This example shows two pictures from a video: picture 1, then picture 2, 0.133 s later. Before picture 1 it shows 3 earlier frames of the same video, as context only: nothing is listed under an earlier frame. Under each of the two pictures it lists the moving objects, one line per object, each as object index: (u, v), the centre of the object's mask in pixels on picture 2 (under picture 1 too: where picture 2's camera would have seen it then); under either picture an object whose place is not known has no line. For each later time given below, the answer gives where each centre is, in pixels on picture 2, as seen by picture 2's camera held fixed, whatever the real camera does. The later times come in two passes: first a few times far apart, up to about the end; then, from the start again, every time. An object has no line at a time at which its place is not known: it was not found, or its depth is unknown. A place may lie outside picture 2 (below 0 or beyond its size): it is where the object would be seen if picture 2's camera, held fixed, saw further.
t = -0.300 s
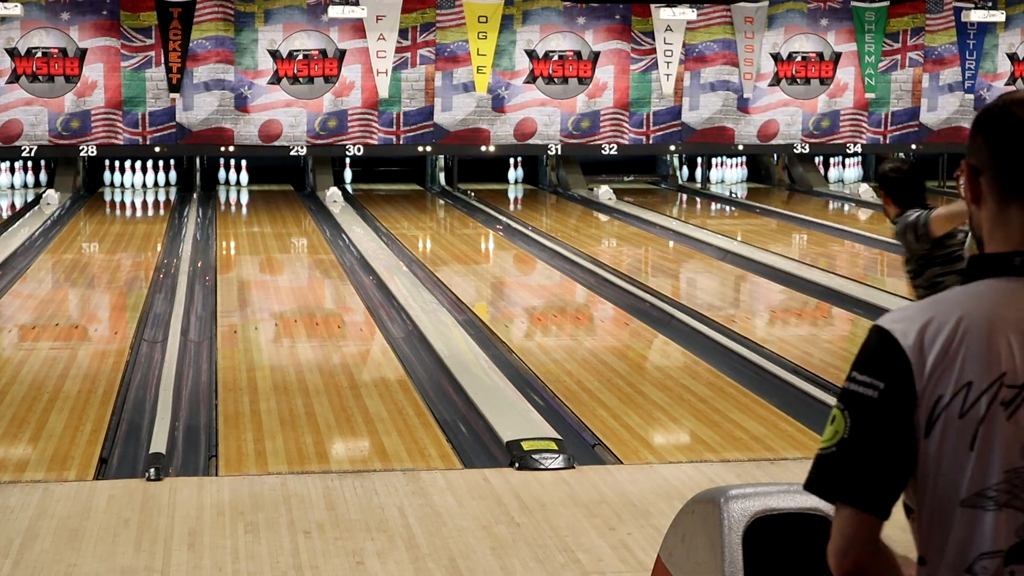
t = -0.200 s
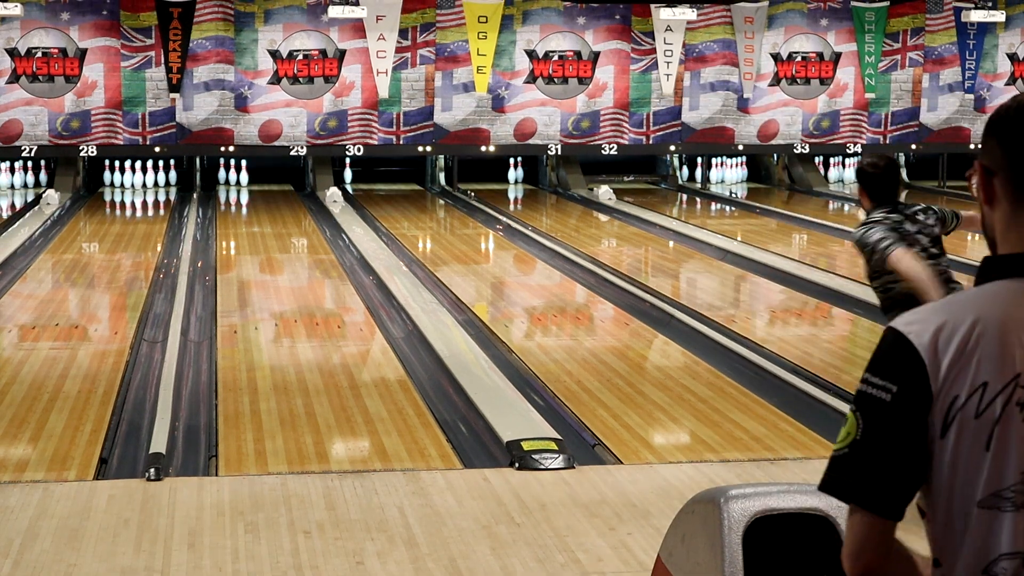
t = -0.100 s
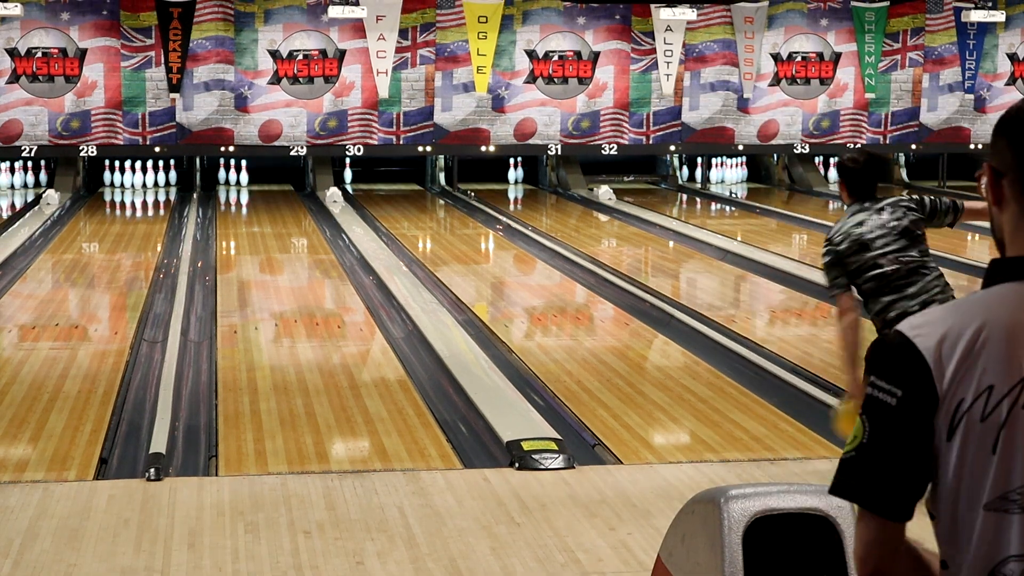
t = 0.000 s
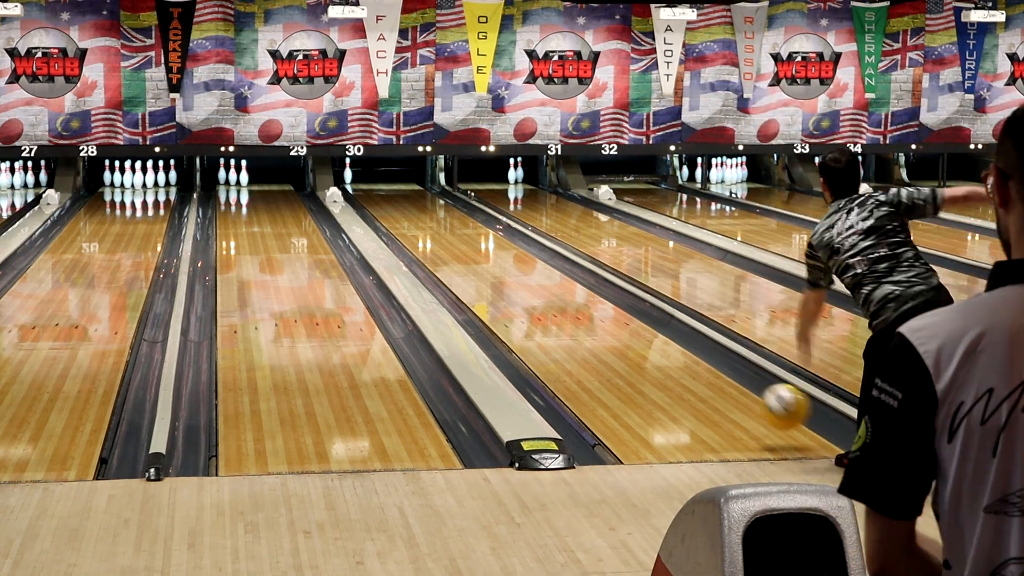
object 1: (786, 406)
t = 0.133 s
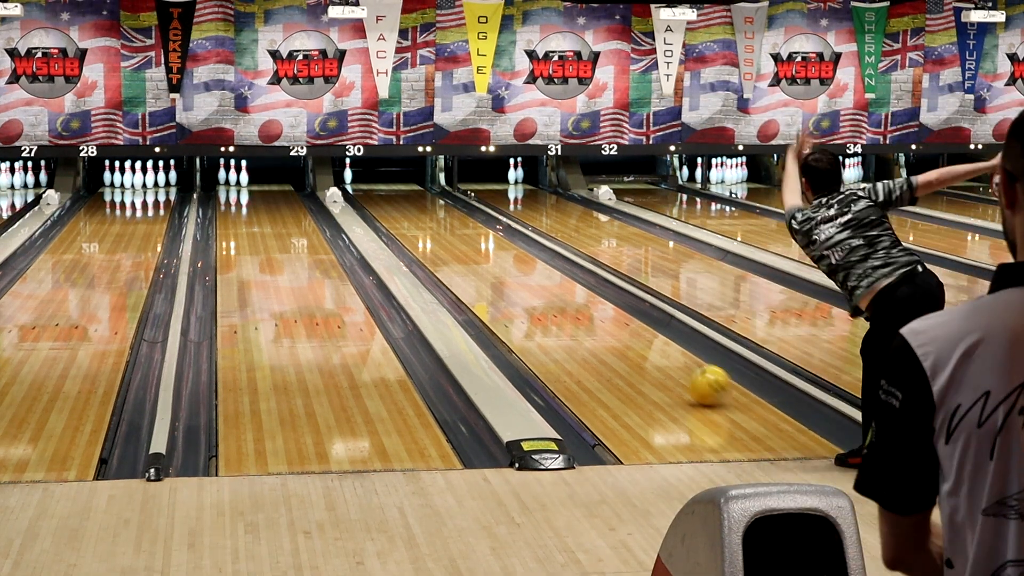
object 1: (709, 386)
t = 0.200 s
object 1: (677, 368)
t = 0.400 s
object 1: (601, 324)
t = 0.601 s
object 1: (544, 292)
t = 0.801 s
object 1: (499, 267)
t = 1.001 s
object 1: (464, 248)
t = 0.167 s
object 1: (693, 377)
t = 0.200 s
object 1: (677, 368)
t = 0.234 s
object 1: (663, 359)
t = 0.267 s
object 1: (649, 351)
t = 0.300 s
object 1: (637, 343)
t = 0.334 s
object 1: (623, 337)
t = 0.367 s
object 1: (612, 330)
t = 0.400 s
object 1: (601, 324)
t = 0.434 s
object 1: (590, 318)
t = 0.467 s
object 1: (581, 312)
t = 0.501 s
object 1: (570, 307)
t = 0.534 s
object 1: (561, 302)
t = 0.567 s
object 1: (553, 297)
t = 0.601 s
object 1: (544, 292)
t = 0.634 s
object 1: (535, 288)
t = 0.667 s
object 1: (527, 283)
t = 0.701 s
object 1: (521, 279)
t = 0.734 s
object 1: (513, 275)
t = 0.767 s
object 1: (506, 271)
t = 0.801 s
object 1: (499, 267)
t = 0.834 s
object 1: (493, 264)
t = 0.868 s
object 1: (487, 260)
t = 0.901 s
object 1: (480, 256)
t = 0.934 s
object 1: (475, 253)
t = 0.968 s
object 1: (469, 251)
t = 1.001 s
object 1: (464, 248)
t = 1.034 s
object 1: (459, 244)
